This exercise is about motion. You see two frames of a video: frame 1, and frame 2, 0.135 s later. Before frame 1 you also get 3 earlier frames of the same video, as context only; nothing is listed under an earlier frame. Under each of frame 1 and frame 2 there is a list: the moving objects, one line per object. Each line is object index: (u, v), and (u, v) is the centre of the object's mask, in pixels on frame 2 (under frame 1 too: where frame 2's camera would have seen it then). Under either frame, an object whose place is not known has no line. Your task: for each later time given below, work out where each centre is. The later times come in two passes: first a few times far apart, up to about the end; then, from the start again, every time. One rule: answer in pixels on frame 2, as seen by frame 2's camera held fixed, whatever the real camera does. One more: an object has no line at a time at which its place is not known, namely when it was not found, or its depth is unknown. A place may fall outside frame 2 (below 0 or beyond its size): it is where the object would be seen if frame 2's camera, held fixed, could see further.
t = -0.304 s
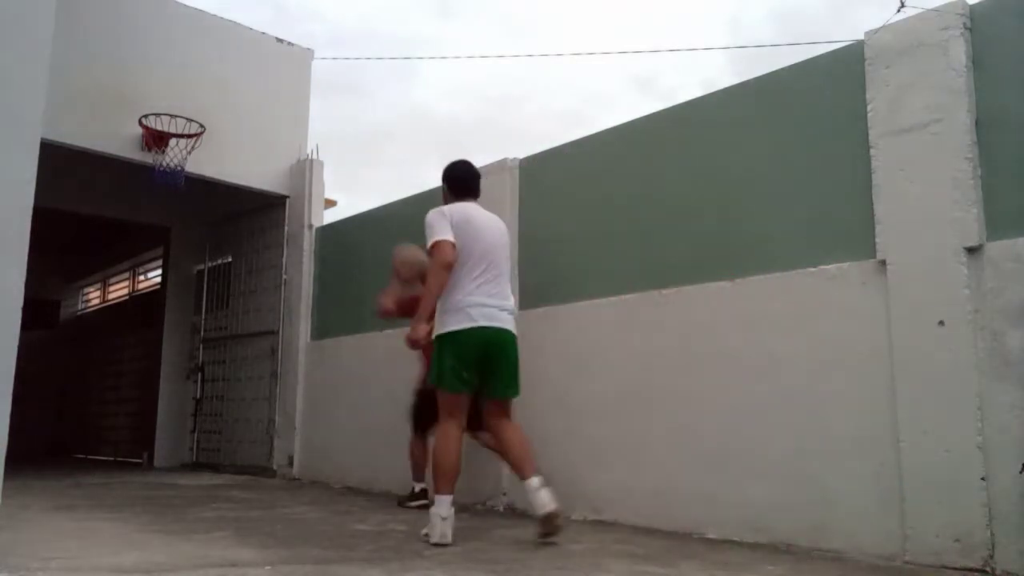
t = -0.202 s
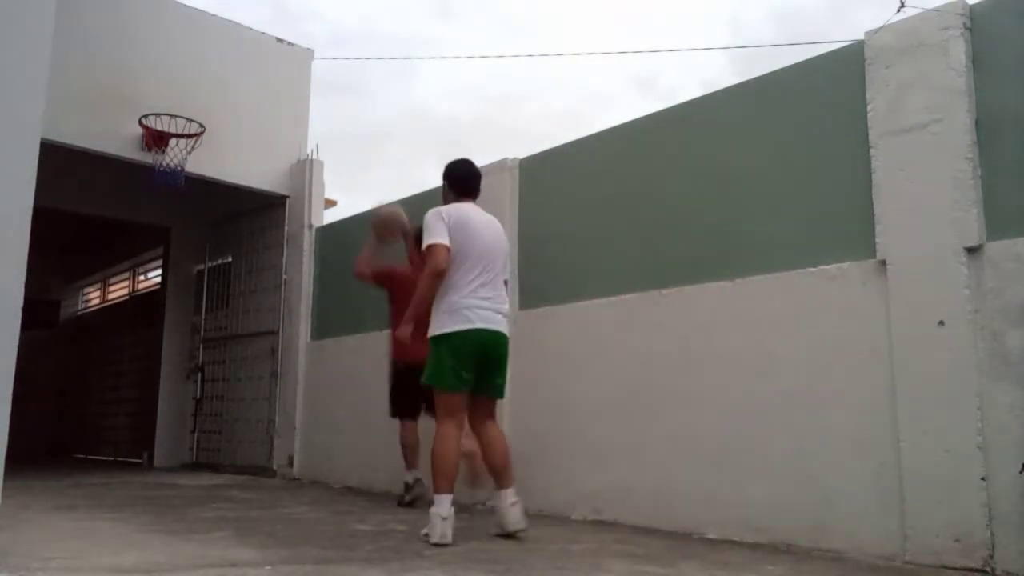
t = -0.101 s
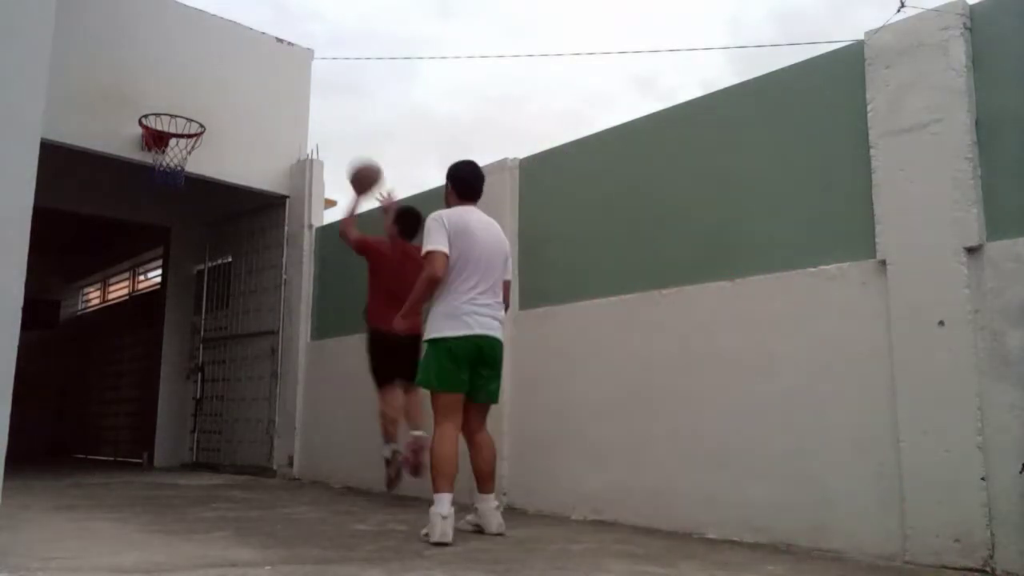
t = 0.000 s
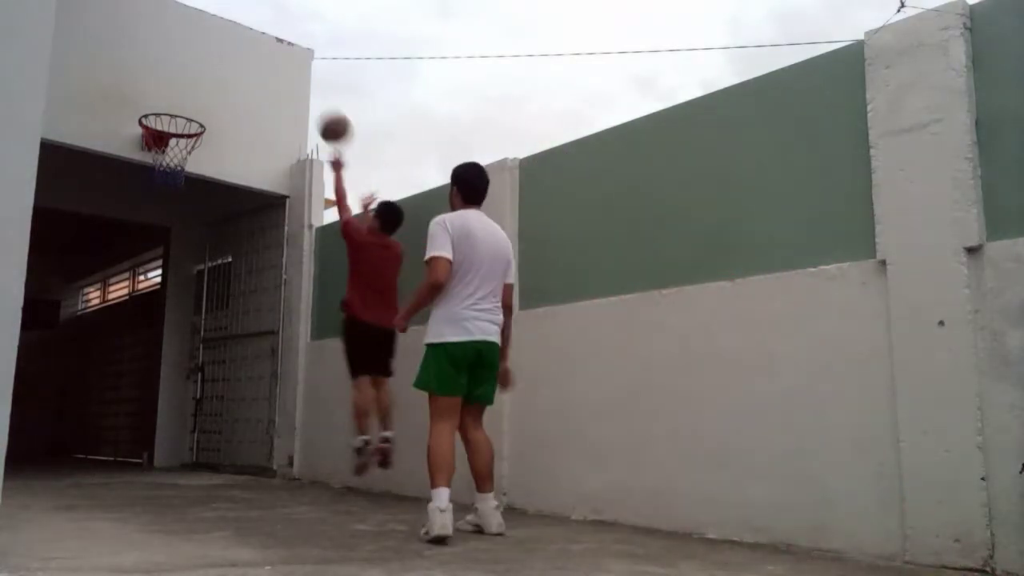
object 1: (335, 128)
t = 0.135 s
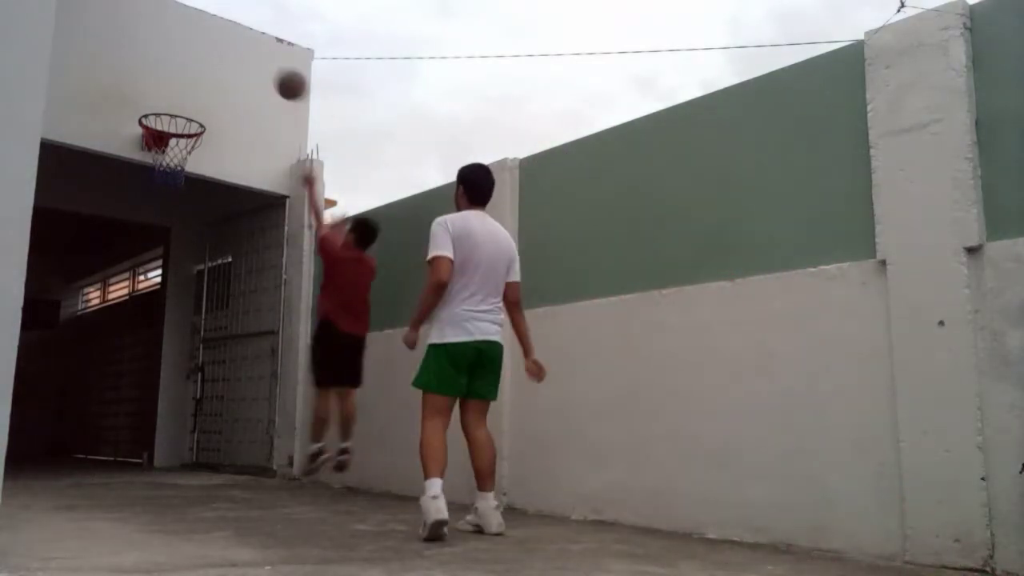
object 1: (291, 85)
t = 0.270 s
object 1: (250, 66)
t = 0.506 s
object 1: (184, 84)
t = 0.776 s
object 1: (174, 115)
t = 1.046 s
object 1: (176, 136)
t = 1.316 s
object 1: (175, 148)
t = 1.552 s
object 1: (164, 206)
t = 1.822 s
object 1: (146, 342)
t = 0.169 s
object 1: (280, 78)
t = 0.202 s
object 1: (271, 72)
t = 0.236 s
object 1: (261, 69)
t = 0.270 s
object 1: (250, 66)
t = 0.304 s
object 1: (240, 65)
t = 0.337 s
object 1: (231, 65)
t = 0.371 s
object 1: (221, 66)
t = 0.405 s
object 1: (212, 69)
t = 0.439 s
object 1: (203, 73)
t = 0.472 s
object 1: (193, 78)
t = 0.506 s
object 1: (184, 84)
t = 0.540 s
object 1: (176, 91)
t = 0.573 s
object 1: (170, 98)
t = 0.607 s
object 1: (172, 99)
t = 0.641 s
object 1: (174, 102)
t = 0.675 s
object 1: (176, 106)
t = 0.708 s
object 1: (177, 112)
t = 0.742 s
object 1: (176, 113)
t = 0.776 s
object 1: (174, 115)
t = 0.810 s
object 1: (172, 117)
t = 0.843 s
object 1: (169, 122)
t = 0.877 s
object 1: (169, 123)
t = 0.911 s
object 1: (170, 124)
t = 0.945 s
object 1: (172, 125)
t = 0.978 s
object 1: (173, 128)
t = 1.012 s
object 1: (176, 132)
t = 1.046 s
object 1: (176, 136)
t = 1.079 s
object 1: (176, 140)
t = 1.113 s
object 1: (178, 140)
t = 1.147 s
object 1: (176, 142)
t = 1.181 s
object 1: (175, 144)
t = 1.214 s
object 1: (174, 141)
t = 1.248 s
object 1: (173, 143)
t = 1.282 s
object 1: (174, 146)
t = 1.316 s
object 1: (175, 148)
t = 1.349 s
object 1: (171, 155)
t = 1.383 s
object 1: (170, 162)
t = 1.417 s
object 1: (167, 161)
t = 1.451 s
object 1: (172, 177)
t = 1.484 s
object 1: (168, 185)
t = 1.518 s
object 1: (166, 194)
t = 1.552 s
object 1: (164, 206)
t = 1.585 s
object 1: (162, 218)
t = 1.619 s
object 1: (160, 232)
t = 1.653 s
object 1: (158, 246)
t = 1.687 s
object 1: (156, 261)
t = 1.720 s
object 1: (155, 286)
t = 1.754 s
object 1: (150, 303)
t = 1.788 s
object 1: (148, 321)
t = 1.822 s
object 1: (146, 342)
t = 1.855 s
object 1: (143, 365)
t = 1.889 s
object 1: (139, 392)
